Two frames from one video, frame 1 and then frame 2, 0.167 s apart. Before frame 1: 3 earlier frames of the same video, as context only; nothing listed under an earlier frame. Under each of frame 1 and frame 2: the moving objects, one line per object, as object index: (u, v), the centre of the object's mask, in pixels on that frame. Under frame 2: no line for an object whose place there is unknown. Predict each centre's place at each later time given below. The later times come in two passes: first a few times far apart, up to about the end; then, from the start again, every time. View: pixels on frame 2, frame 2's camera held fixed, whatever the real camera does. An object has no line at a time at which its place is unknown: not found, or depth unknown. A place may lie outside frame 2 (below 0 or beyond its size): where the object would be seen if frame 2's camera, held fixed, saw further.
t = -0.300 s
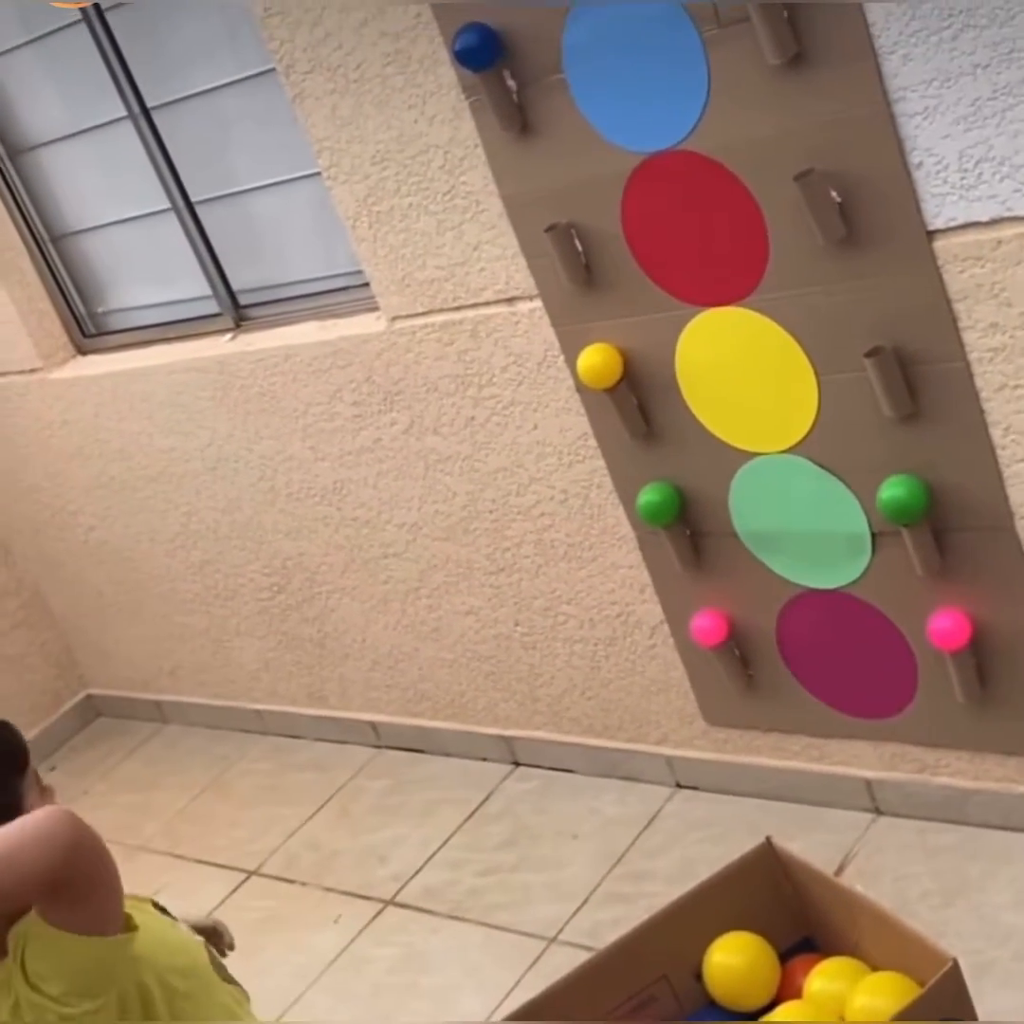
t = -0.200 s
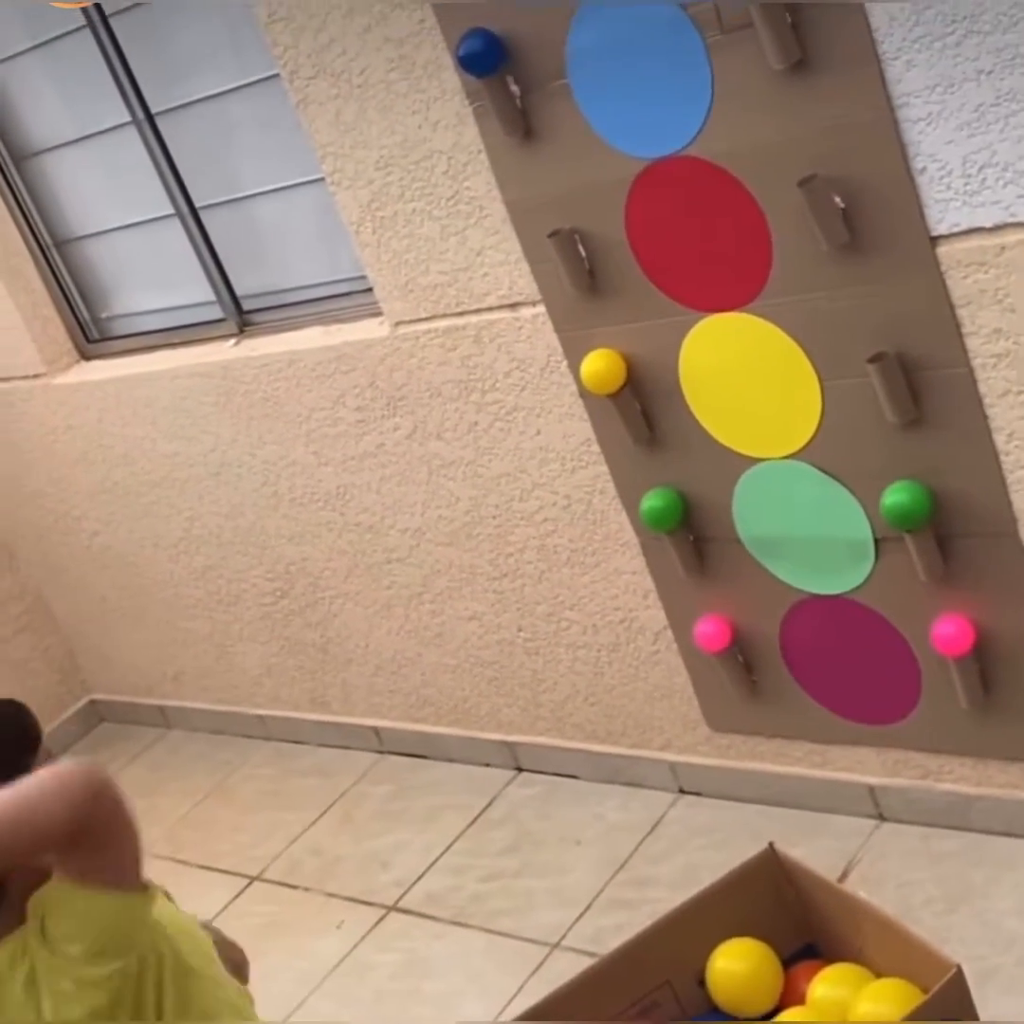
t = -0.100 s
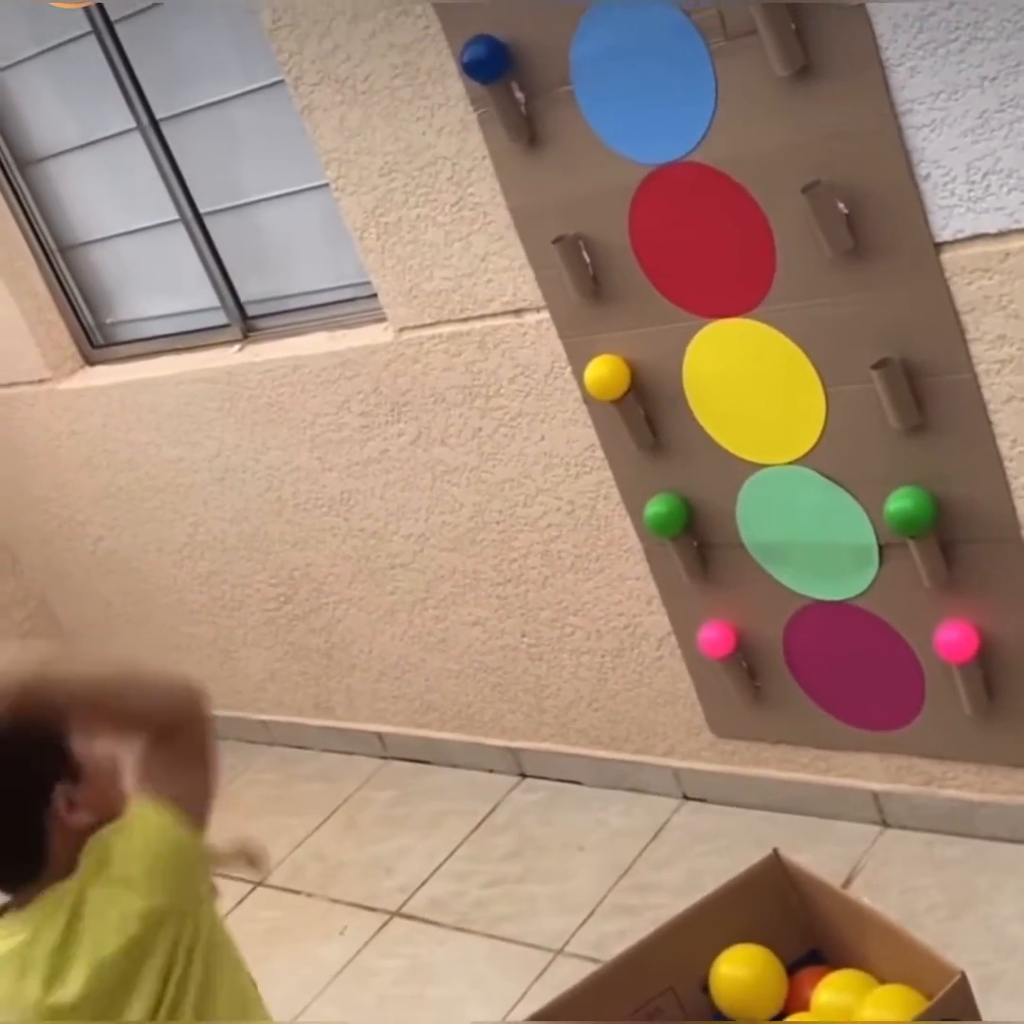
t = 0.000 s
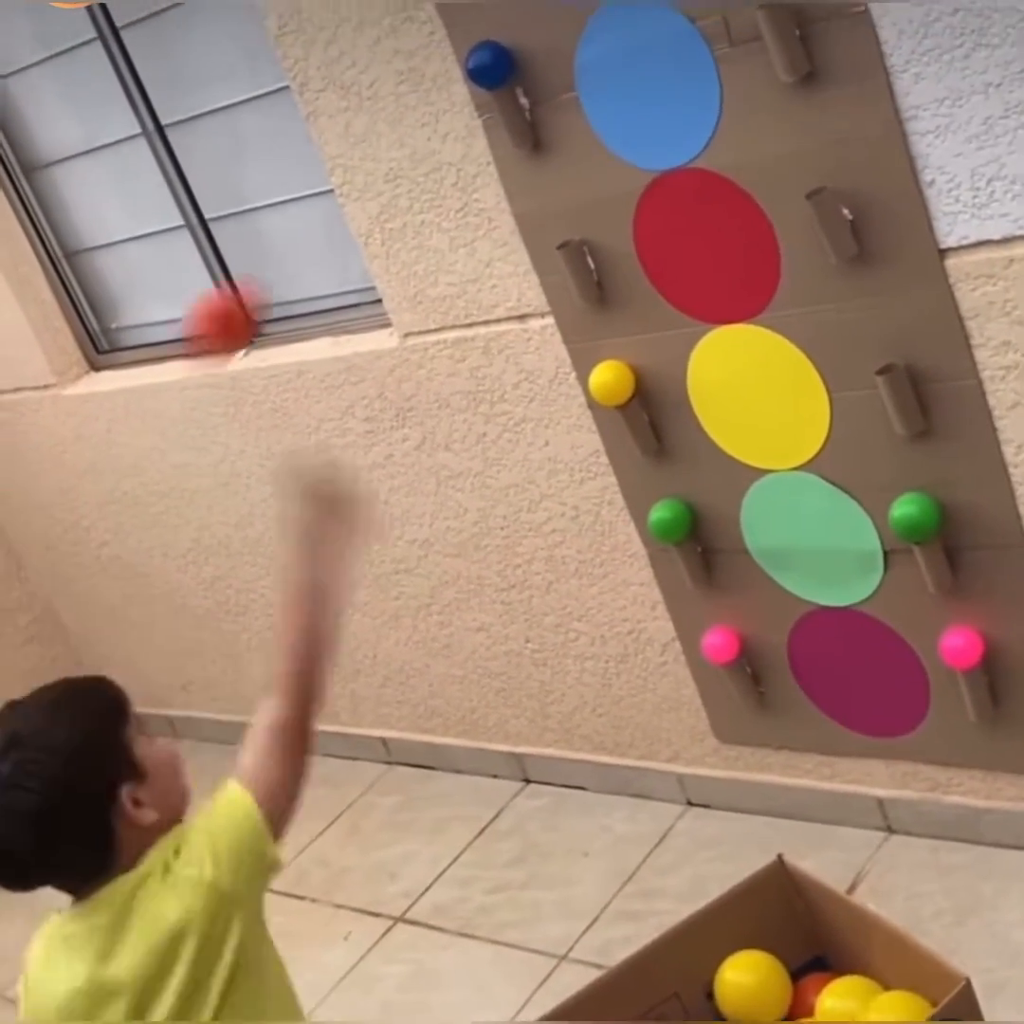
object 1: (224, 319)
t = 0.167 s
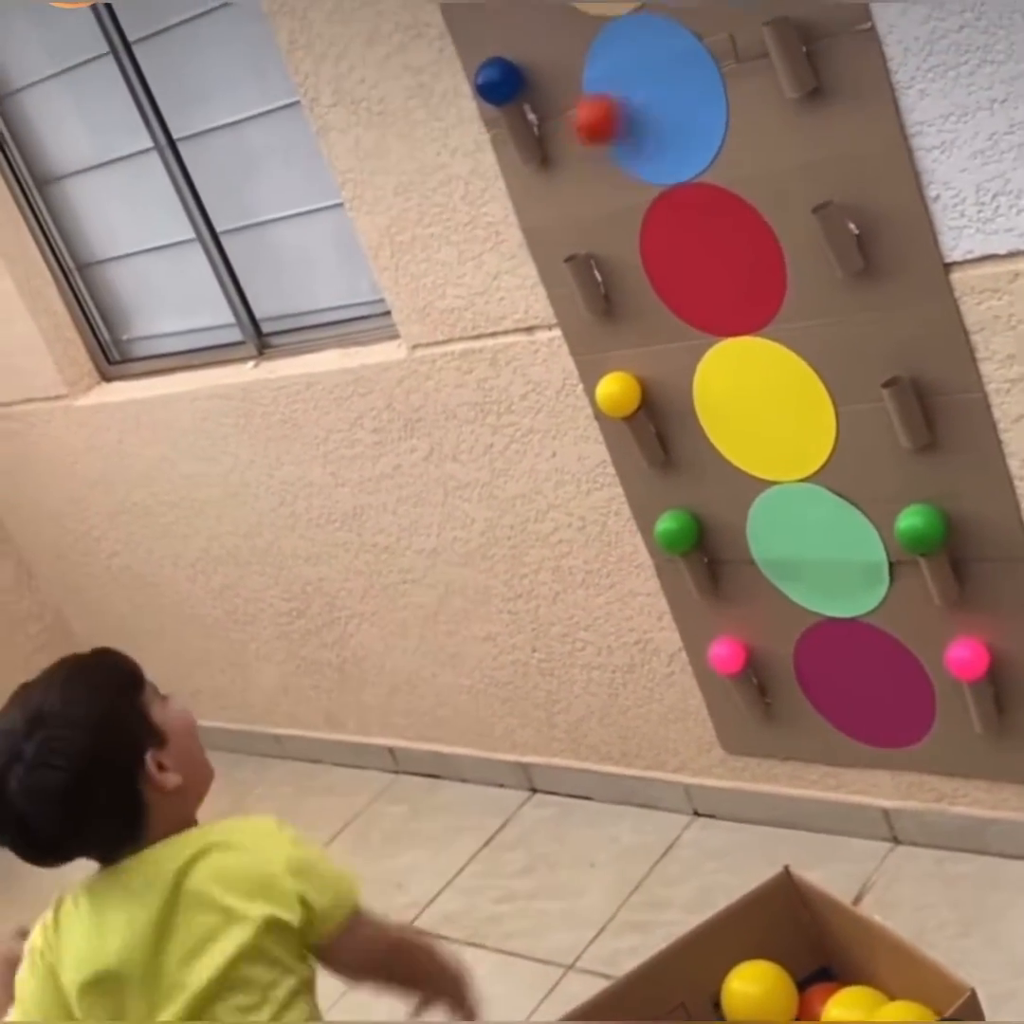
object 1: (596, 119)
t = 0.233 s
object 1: (554, 203)
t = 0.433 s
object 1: (460, 665)
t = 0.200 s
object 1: (577, 154)
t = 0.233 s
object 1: (554, 203)
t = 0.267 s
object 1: (531, 260)
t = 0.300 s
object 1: (511, 326)
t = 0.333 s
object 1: (492, 399)
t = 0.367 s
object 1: (478, 480)
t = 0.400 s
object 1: (468, 568)
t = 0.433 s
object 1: (460, 665)
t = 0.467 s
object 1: (457, 765)
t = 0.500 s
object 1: (455, 869)
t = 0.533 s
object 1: (456, 974)
